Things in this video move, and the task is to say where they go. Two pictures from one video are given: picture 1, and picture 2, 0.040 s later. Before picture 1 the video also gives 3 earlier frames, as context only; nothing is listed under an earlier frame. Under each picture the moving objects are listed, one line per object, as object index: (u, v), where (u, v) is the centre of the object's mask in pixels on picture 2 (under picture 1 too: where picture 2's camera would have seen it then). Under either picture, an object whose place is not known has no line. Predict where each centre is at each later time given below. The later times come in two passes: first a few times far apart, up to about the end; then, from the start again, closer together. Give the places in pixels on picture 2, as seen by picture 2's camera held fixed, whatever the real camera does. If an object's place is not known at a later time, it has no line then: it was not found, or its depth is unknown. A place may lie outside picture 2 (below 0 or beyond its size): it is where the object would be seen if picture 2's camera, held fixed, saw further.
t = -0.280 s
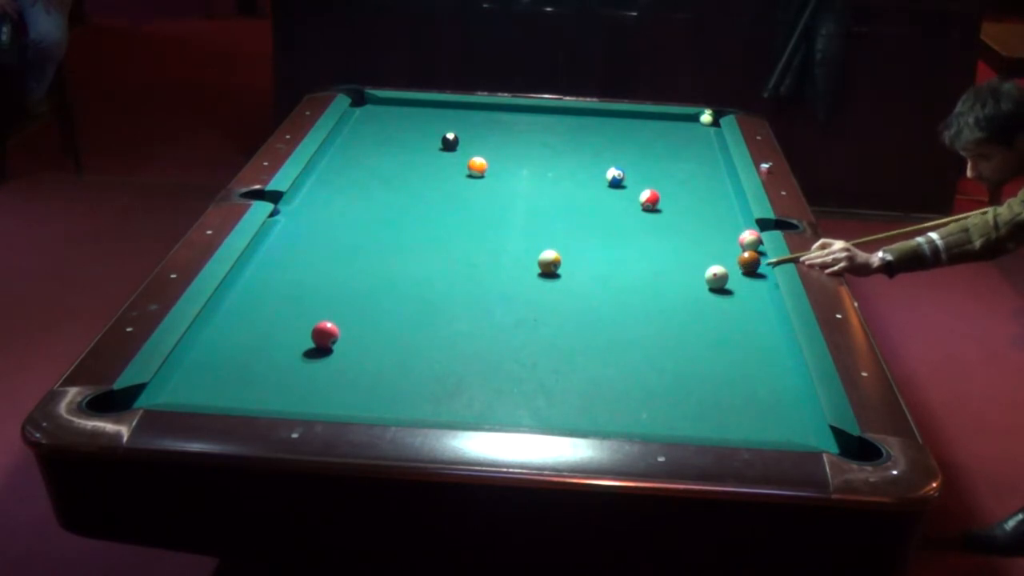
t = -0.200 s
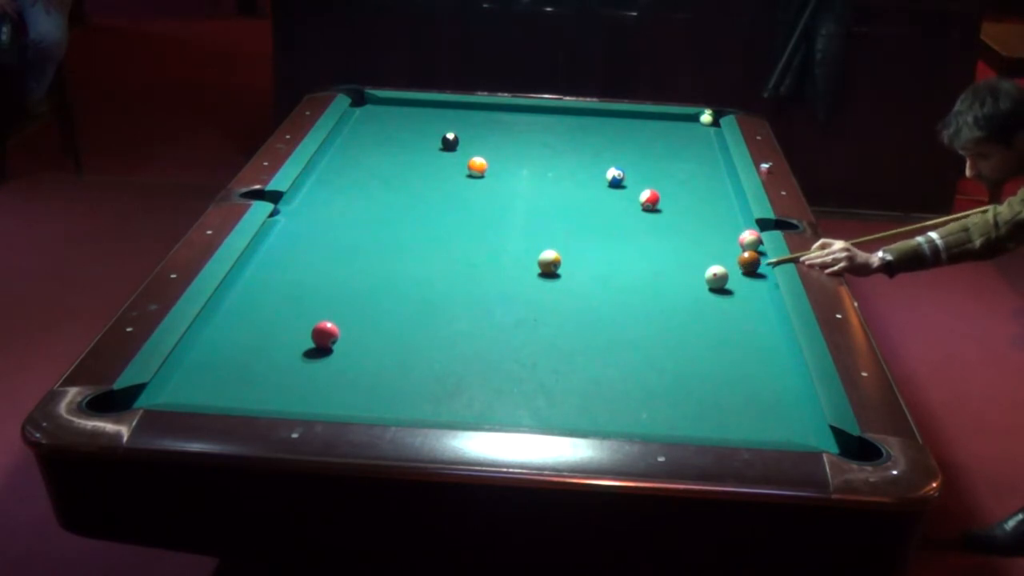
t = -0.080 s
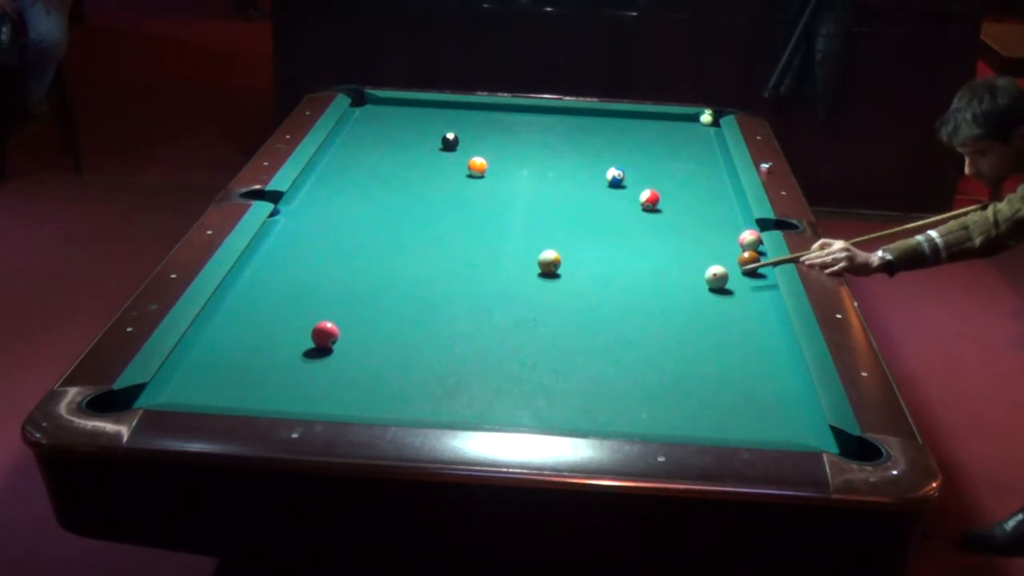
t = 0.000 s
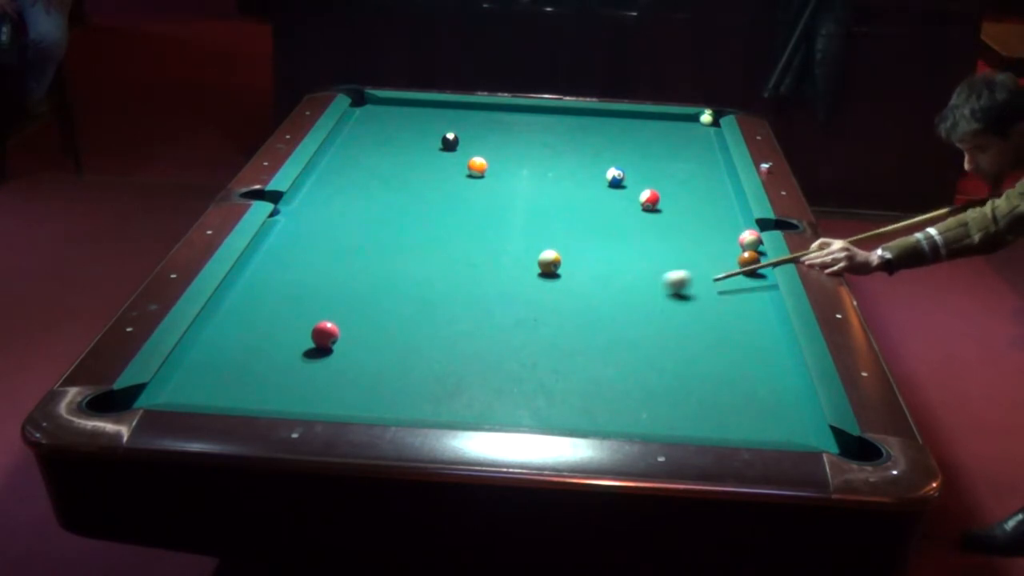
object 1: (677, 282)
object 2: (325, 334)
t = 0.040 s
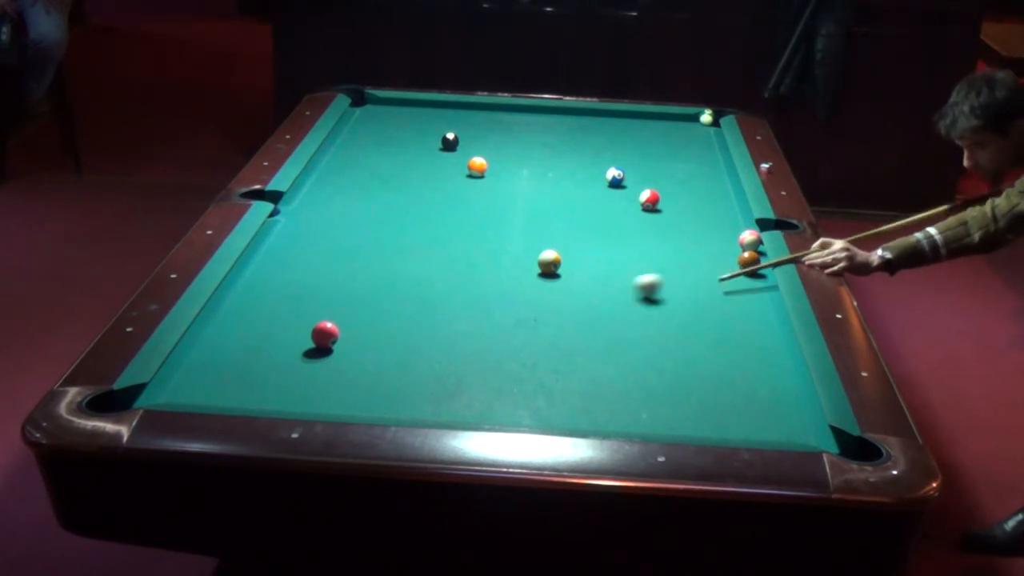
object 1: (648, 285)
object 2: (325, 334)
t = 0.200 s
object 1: (537, 301)
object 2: (325, 334)
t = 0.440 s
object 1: (361, 323)
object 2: (325, 334)
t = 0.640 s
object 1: (276, 316)
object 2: (257, 363)
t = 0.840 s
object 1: (228, 311)
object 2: (184, 391)
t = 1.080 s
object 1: (295, 314)
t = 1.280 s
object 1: (349, 316)
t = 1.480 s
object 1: (402, 318)
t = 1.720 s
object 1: (462, 321)
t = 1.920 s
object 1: (511, 323)
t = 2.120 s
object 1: (559, 325)
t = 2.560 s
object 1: (657, 330)
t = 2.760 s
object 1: (699, 332)
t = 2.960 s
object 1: (738, 333)
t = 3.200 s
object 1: (781, 335)
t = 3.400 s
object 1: (756, 333)
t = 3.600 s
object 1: (732, 331)
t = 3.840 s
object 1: (706, 330)
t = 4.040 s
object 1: (686, 328)
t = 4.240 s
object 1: (668, 327)
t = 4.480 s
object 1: (648, 325)
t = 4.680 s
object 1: (634, 324)
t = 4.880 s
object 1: (621, 324)
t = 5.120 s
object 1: (608, 323)
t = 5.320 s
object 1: (600, 322)
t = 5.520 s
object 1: (593, 322)
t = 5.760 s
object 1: (587, 322)
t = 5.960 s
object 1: (583, 321)
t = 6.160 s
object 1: (582, 321)
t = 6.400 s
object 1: (583, 321)
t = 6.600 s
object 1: (583, 321)
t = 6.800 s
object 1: (583, 321)
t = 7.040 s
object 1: (583, 321)
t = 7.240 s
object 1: (583, 321)
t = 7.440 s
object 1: (583, 321)
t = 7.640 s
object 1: (583, 321)
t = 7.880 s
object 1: (583, 321)
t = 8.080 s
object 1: (583, 320)
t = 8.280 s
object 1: (583, 320)
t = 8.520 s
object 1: (583, 320)
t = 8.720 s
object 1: (583, 320)
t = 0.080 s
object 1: (619, 289)
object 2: (325, 334)
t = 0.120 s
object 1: (592, 293)
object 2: (325, 334)
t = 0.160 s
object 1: (565, 296)
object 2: (325, 334)
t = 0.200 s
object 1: (537, 301)
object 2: (325, 334)
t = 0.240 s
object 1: (509, 304)
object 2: (325, 334)
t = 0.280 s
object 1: (480, 308)
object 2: (325, 334)
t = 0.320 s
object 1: (451, 312)
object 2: (325, 334)
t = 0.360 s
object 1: (422, 316)
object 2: (325, 334)
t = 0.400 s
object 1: (393, 320)
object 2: (325, 334)
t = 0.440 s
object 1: (361, 323)
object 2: (325, 334)
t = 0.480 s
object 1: (340, 323)
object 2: (319, 337)
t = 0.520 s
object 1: (324, 322)
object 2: (301, 344)
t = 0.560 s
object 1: (309, 320)
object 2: (285, 351)
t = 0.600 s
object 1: (292, 318)
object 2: (270, 357)
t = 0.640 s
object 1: (276, 316)
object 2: (257, 363)
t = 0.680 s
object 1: (259, 314)
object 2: (243, 369)
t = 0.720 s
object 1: (244, 313)
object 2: (229, 375)
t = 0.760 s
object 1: (228, 312)
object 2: (214, 382)
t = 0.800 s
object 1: (216, 310)
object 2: (199, 388)
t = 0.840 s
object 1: (228, 311)
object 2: (184, 391)
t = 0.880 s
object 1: (239, 311)
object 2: (169, 395)
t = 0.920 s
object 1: (250, 312)
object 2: (153, 398)
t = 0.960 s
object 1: (261, 312)
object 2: (139, 403)
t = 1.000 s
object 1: (273, 313)
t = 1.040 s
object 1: (284, 313)
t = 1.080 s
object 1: (295, 314)
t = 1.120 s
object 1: (306, 314)
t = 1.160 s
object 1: (317, 314)
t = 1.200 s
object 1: (327, 315)
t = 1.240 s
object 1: (338, 316)
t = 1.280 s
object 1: (349, 316)
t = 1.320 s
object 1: (360, 316)
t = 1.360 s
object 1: (370, 317)
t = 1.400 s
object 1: (381, 317)
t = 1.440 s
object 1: (391, 318)
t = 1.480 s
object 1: (402, 318)
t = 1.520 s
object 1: (412, 319)
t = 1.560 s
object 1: (422, 319)
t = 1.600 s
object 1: (432, 320)
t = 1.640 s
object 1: (442, 320)
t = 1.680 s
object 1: (452, 320)
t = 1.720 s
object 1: (462, 321)
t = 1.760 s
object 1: (472, 321)
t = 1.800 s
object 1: (482, 321)
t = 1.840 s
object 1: (492, 322)
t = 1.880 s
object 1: (502, 323)
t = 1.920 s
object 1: (511, 323)
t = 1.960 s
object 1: (521, 324)
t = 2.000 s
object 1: (531, 324)
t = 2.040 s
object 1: (540, 324)
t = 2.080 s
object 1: (550, 325)
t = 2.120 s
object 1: (559, 325)
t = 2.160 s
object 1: (568, 325)
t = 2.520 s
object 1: (641, 325)
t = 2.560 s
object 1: (657, 330)
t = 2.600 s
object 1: (665, 330)
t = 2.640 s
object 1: (673, 330)
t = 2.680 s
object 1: (682, 330)
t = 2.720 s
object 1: (690, 331)
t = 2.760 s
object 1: (699, 332)
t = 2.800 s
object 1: (706, 332)
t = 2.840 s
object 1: (714, 332)
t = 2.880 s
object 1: (722, 333)
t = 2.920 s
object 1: (730, 333)
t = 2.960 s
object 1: (738, 333)
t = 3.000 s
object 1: (746, 334)
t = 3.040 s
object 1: (754, 334)
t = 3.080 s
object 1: (761, 334)
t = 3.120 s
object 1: (769, 334)
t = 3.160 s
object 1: (777, 335)
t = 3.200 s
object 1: (781, 335)
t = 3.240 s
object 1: (776, 335)
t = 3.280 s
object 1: (771, 334)
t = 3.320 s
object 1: (765, 334)
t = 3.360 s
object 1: (761, 333)
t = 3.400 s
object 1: (756, 333)
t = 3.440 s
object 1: (751, 333)
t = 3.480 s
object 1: (746, 333)
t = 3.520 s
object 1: (741, 332)
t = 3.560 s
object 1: (737, 332)
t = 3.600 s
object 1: (732, 331)
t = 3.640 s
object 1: (727, 331)
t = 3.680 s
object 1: (723, 331)
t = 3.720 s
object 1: (718, 330)
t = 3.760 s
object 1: (714, 330)
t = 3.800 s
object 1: (710, 330)
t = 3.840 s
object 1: (706, 330)
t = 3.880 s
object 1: (702, 329)
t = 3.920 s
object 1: (698, 329)
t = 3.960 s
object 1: (693, 329)
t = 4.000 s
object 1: (690, 328)
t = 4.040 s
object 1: (686, 328)
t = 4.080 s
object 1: (682, 327)
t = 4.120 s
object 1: (678, 327)
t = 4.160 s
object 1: (675, 327)
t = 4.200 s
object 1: (671, 327)
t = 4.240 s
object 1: (668, 327)
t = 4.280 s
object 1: (664, 326)
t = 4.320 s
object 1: (661, 326)
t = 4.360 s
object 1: (658, 326)
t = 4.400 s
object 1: (654, 325)
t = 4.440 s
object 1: (651, 325)
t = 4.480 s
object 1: (648, 325)
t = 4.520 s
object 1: (645, 325)
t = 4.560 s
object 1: (642, 325)
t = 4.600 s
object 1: (639, 325)
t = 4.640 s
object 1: (637, 325)
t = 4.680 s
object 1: (634, 324)
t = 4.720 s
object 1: (631, 324)
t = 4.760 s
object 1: (629, 324)
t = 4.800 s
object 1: (626, 324)
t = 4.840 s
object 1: (624, 324)
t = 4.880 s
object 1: (621, 324)
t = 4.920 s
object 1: (619, 323)
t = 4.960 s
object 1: (617, 323)
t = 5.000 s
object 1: (615, 323)
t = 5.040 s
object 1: (612, 323)
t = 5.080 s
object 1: (610, 323)
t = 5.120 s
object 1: (608, 323)
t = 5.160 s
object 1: (606, 323)
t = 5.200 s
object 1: (605, 323)
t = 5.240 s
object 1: (603, 323)
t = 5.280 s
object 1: (601, 322)
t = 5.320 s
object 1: (600, 322)
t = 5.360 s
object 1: (598, 322)
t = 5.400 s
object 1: (597, 322)
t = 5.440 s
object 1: (595, 322)
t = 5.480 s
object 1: (594, 322)
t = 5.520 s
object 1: (593, 322)
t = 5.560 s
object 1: (591, 322)
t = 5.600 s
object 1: (590, 322)
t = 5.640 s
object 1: (589, 322)
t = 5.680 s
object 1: (588, 322)
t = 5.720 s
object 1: (587, 322)
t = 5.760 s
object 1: (587, 322)
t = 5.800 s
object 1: (586, 322)
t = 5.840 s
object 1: (585, 322)
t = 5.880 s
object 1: (585, 322)
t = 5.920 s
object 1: (584, 321)
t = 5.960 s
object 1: (583, 321)
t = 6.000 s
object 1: (583, 321)
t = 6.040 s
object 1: (582, 321)
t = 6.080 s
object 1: (582, 321)
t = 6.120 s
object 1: (582, 321)
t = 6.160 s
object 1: (582, 321)
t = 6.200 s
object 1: (582, 321)
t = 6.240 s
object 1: (582, 321)
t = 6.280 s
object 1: (583, 321)
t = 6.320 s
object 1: (583, 321)
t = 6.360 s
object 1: (583, 321)
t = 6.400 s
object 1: (583, 321)
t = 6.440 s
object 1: (583, 321)
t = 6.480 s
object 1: (583, 321)
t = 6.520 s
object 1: (583, 321)
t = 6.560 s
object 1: (583, 321)
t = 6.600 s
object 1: (583, 321)
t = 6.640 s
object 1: (583, 321)
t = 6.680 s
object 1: (583, 321)
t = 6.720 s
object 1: (583, 321)
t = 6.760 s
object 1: (583, 321)
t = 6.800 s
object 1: (583, 321)
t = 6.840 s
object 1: (583, 321)
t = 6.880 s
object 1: (583, 321)
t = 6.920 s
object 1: (583, 321)
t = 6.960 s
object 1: (583, 321)
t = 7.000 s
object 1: (583, 321)
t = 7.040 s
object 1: (583, 321)
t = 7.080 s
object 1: (583, 321)
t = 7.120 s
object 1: (583, 321)
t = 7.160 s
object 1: (583, 321)
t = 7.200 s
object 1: (583, 321)
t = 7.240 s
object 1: (583, 321)
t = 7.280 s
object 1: (583, 321)
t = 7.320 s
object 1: (583, 321)
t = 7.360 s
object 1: (583, 321)
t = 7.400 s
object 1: (583, 321)
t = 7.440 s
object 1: (583, 321)
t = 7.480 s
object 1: (583, 321)
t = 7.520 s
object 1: (583, 321)
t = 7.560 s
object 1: (583, 321)
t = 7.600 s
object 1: (583, 321)
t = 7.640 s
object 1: (583, 321)
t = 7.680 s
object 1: (583, 321)
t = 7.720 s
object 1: (583, 321)
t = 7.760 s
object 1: (583, 321)
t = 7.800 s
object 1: (583, 321)
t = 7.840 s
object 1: (583, 321)
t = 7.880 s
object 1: (583, 321)
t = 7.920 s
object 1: (583, 321)
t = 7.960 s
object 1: (583, 321)
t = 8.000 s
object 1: (583, 321)
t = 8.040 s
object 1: (583, 321)
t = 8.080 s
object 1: (583, 320)
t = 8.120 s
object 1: (583, 321)
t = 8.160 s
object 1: (583, 321)
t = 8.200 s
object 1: (583, 320)
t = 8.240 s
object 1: (583, 320)
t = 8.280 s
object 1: (583, 320)
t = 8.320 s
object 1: (583, 320)
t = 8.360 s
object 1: (583, 320)
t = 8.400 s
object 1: (583, 320)
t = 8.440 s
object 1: (583, 320)
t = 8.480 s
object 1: (583, 320)
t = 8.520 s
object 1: (583, 320)
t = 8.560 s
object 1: (583, 320)
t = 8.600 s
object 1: (583, 320)
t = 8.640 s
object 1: (583, 320)
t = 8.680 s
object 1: (583, 320)
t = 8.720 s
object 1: (583, 320)
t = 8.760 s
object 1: (583, 320)
